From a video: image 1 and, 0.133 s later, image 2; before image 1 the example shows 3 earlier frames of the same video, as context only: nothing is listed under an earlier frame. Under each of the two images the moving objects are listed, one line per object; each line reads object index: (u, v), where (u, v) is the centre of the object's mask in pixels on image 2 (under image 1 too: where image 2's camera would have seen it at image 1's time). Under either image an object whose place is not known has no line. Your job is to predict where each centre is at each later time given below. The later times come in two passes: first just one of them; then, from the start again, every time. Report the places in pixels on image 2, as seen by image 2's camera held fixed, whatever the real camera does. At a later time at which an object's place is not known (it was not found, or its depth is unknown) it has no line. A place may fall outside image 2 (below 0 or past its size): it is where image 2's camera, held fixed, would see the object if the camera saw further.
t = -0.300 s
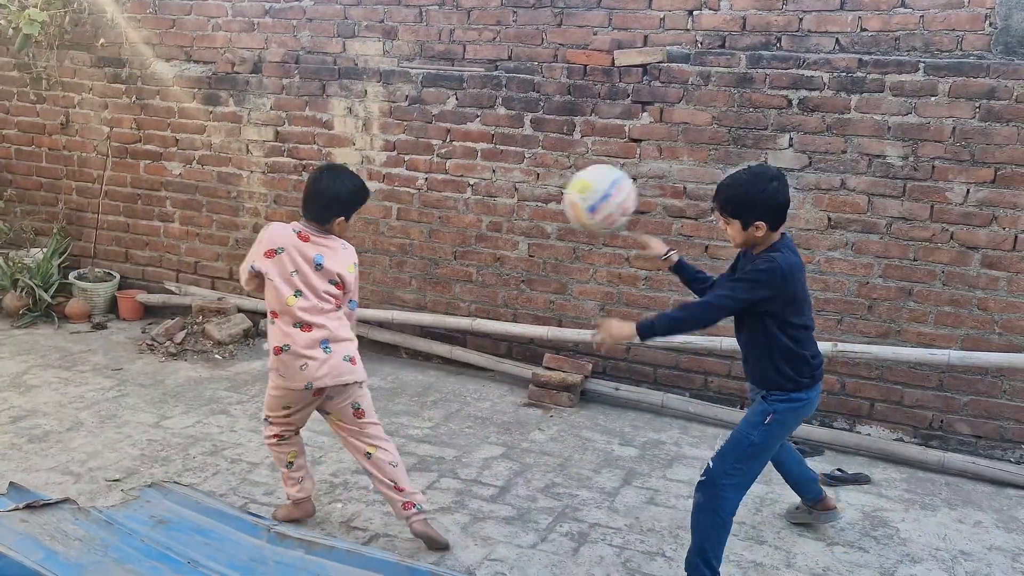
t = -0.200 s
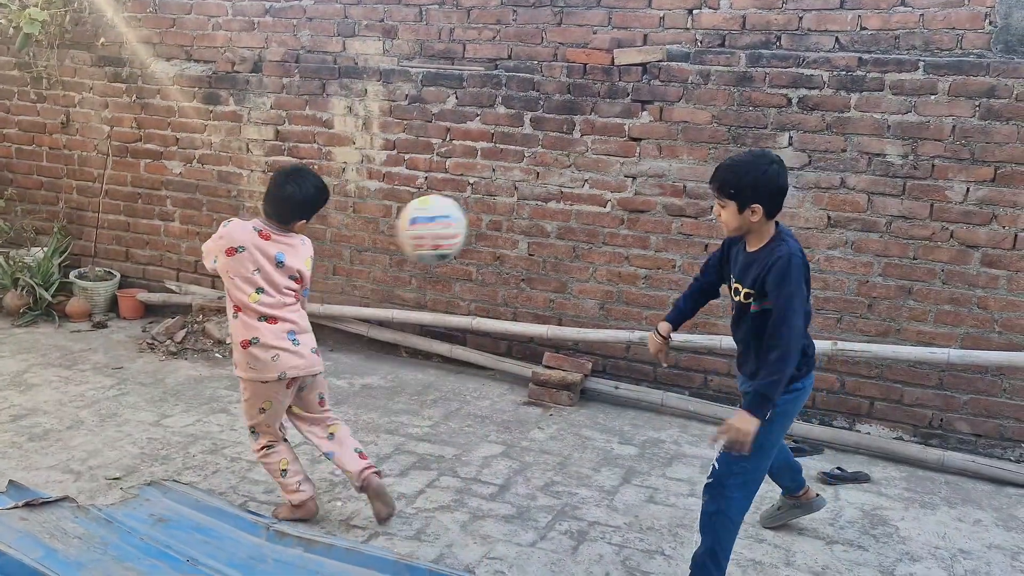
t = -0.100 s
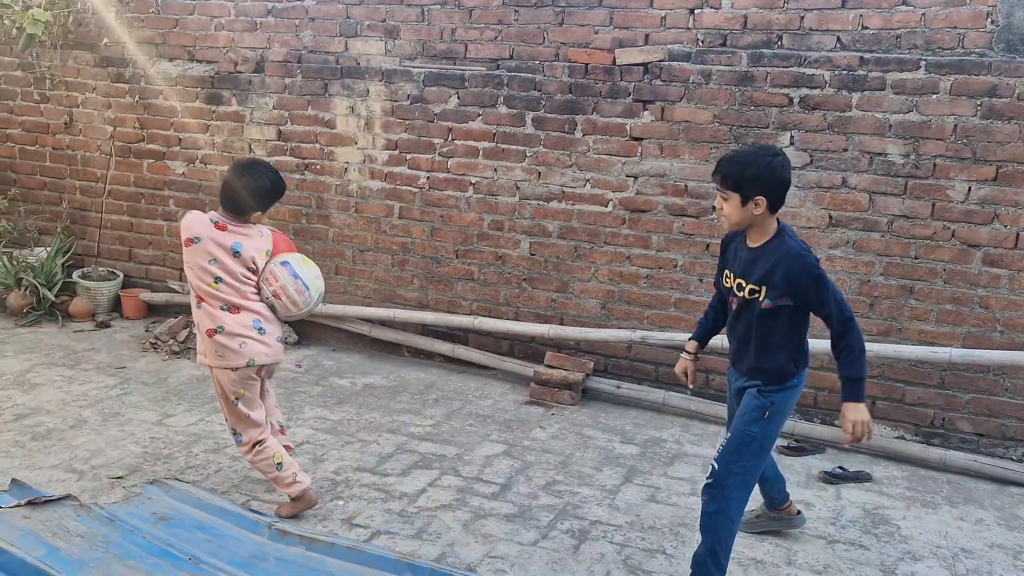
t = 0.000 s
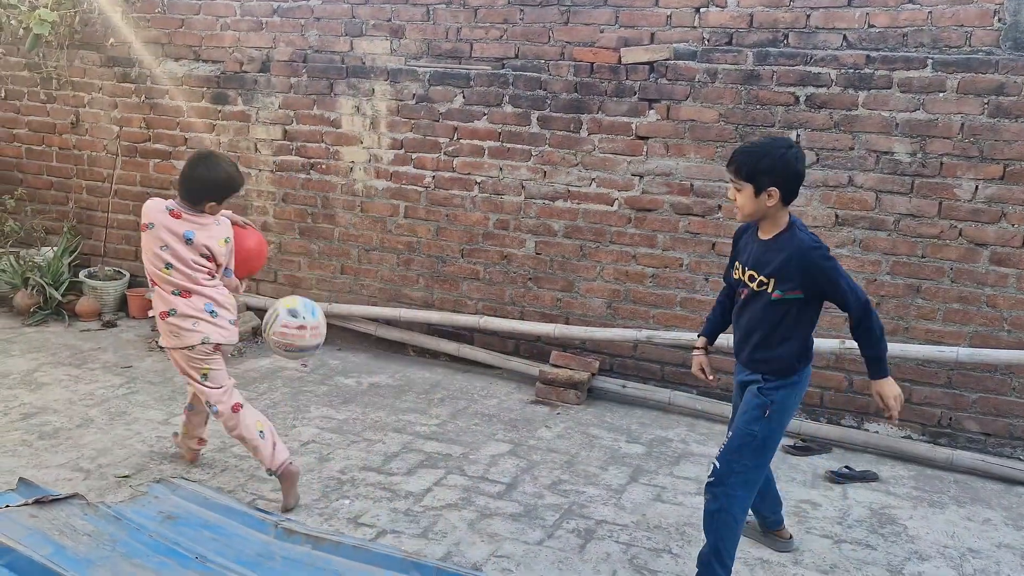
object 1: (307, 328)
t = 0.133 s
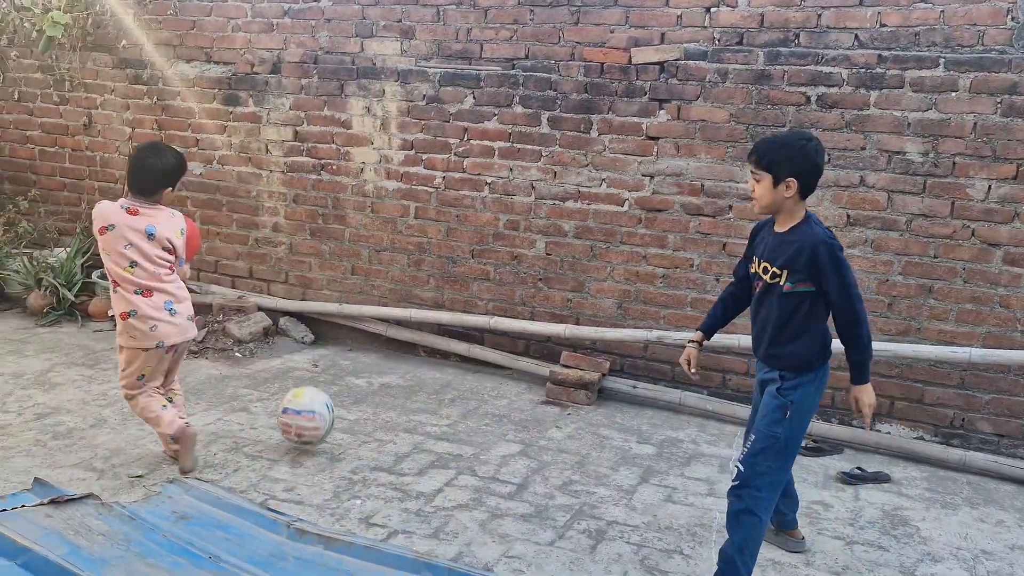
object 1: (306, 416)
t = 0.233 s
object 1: (325, 389)
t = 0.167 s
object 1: (310, 426)
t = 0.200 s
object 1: (318, 406)
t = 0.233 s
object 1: (325, 389)
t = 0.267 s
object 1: (333, 375)
